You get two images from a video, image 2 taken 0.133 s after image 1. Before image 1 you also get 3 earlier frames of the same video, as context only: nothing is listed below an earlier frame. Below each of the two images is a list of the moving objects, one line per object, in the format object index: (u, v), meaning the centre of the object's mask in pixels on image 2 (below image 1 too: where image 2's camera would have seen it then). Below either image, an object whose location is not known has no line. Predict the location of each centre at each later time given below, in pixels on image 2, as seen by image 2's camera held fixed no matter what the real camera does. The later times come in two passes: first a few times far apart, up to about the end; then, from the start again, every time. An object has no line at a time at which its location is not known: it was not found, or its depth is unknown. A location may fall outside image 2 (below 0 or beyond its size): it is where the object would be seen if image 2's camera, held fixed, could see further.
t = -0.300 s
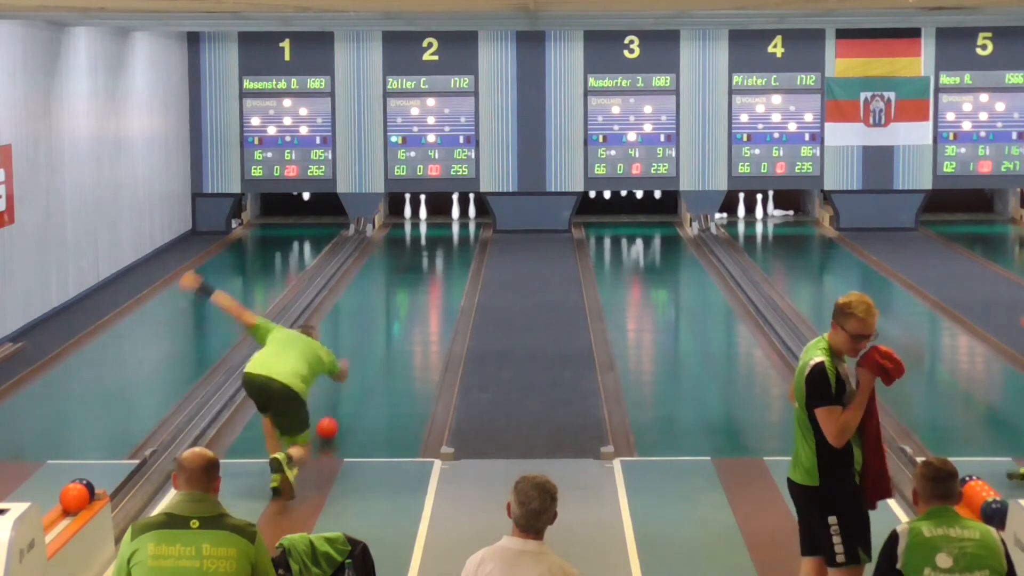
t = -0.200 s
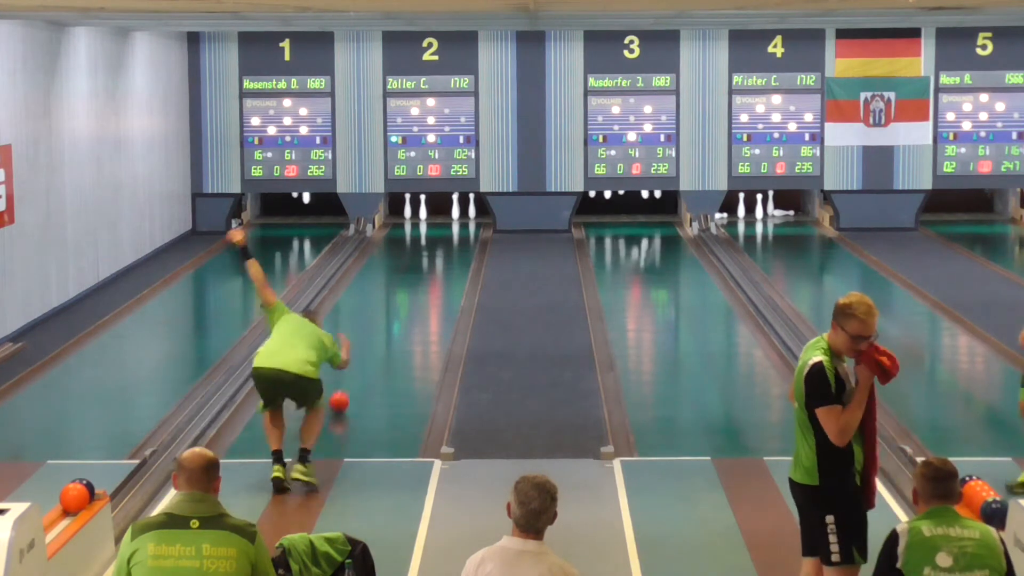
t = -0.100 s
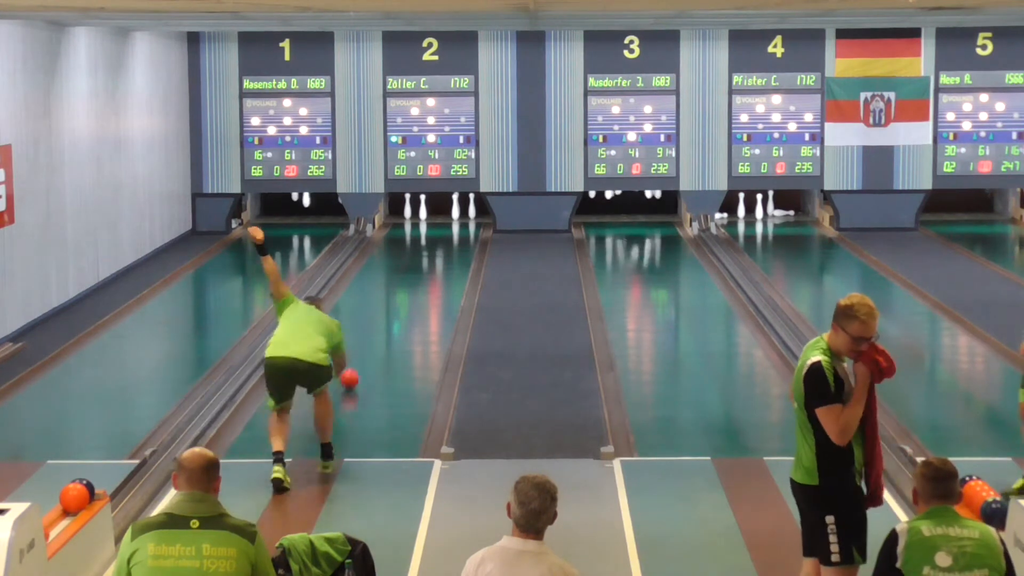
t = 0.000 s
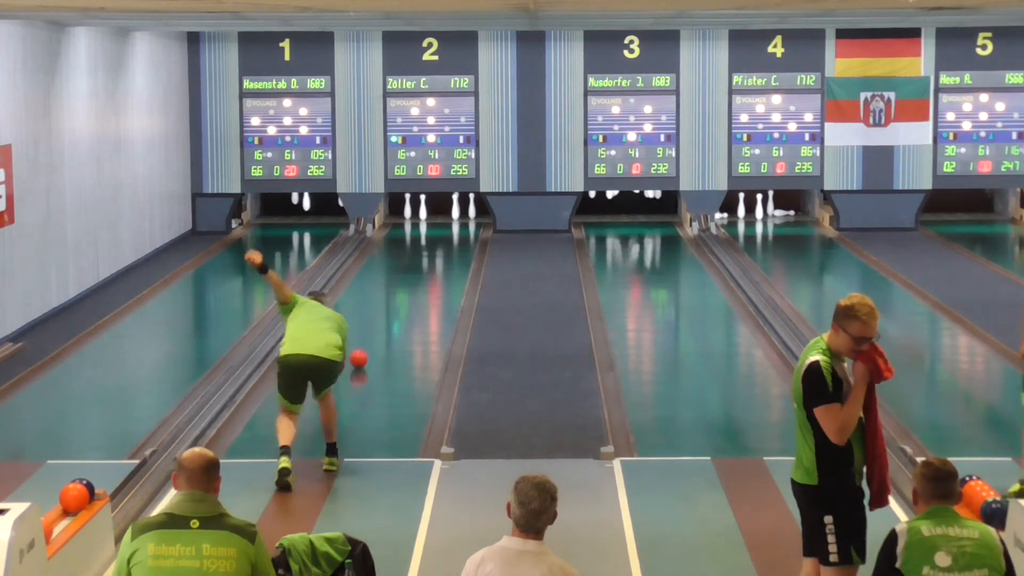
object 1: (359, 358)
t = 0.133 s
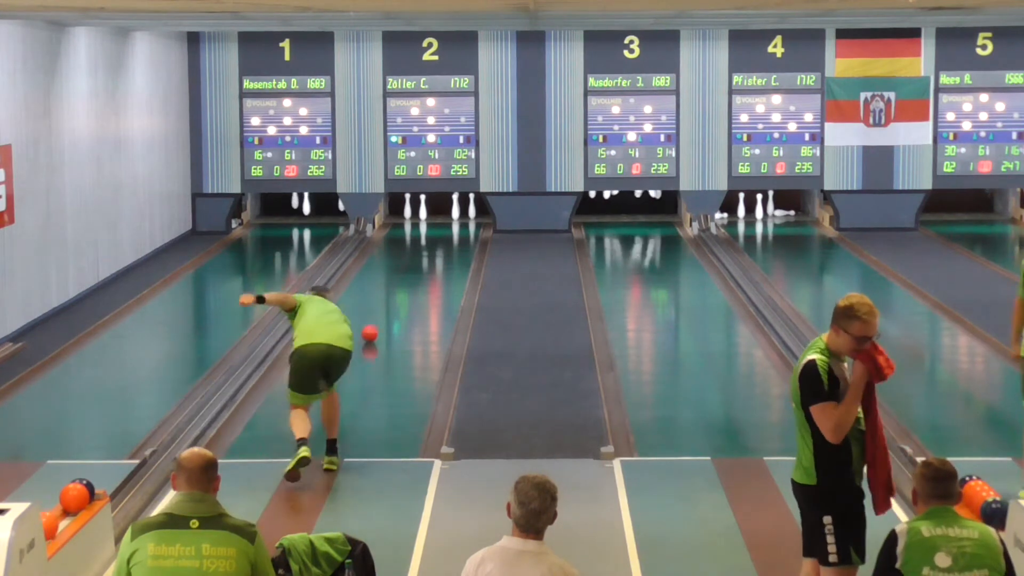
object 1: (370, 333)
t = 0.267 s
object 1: (378, 315)
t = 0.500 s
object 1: (392, 283)
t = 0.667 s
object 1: (399, 267)
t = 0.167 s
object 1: (371, 330)
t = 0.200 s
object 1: (374, 323)
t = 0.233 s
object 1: (377, 317)
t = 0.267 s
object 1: (378, 315)
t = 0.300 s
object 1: (380, 309)
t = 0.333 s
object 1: (383, 304)
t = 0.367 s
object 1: (384, 301)
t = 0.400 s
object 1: (386, 296)
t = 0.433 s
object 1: (389, 291)
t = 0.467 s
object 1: (390, 288)
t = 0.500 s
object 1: (392, 283)
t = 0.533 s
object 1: (394, 280)
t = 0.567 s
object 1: (395, 277)
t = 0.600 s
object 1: (396, 273)
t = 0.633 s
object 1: (398, 269)
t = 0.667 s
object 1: (399, 267)
